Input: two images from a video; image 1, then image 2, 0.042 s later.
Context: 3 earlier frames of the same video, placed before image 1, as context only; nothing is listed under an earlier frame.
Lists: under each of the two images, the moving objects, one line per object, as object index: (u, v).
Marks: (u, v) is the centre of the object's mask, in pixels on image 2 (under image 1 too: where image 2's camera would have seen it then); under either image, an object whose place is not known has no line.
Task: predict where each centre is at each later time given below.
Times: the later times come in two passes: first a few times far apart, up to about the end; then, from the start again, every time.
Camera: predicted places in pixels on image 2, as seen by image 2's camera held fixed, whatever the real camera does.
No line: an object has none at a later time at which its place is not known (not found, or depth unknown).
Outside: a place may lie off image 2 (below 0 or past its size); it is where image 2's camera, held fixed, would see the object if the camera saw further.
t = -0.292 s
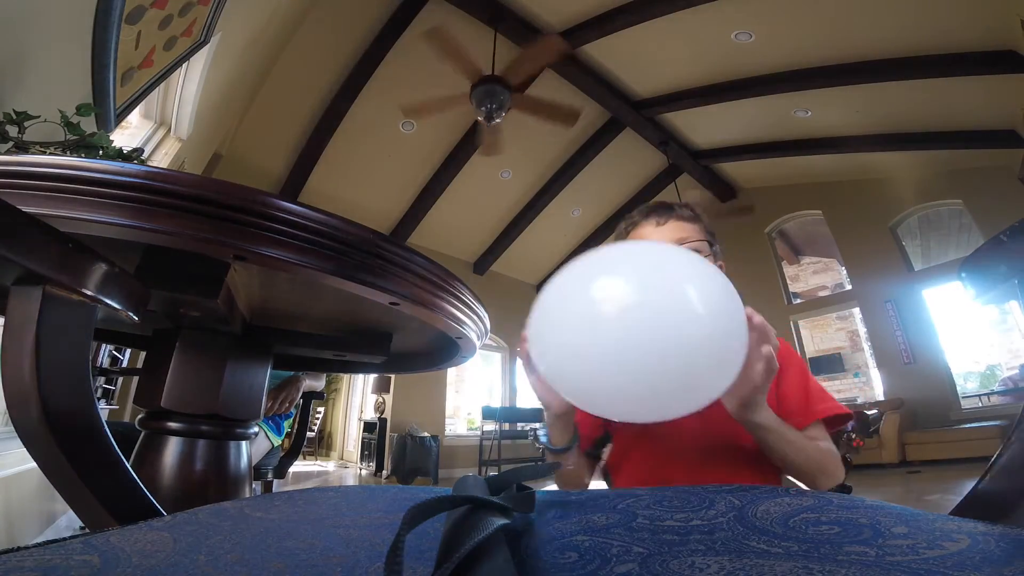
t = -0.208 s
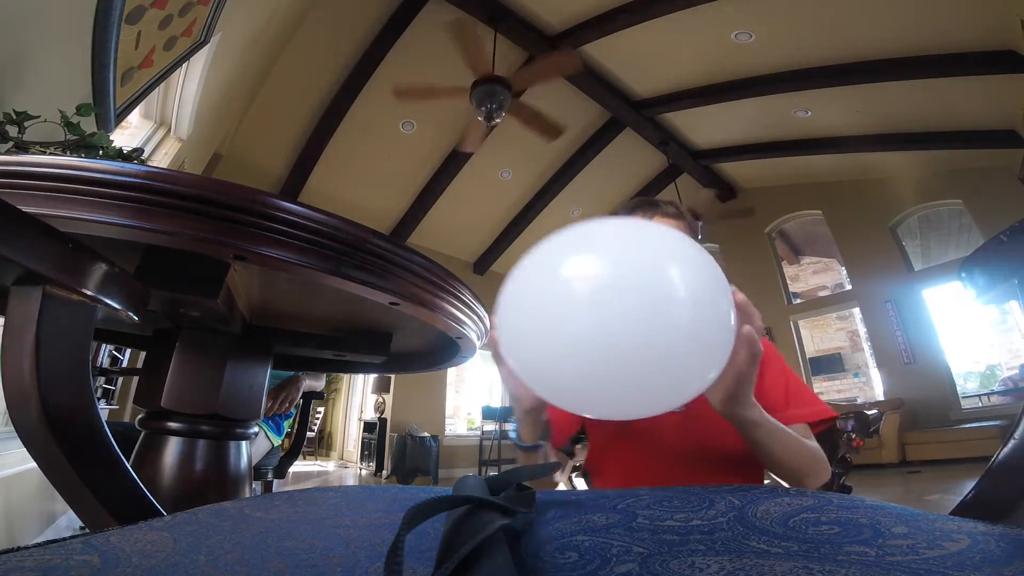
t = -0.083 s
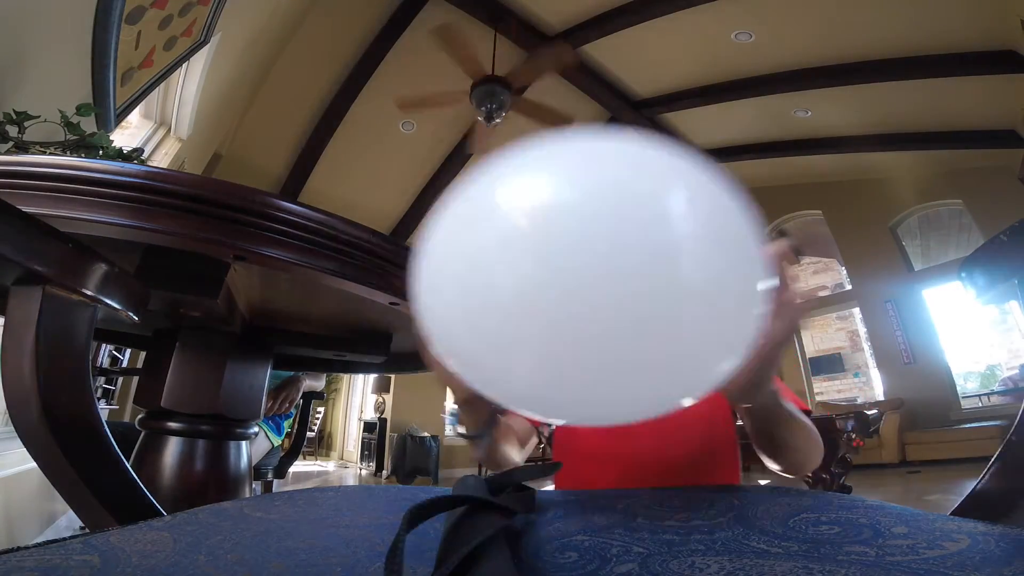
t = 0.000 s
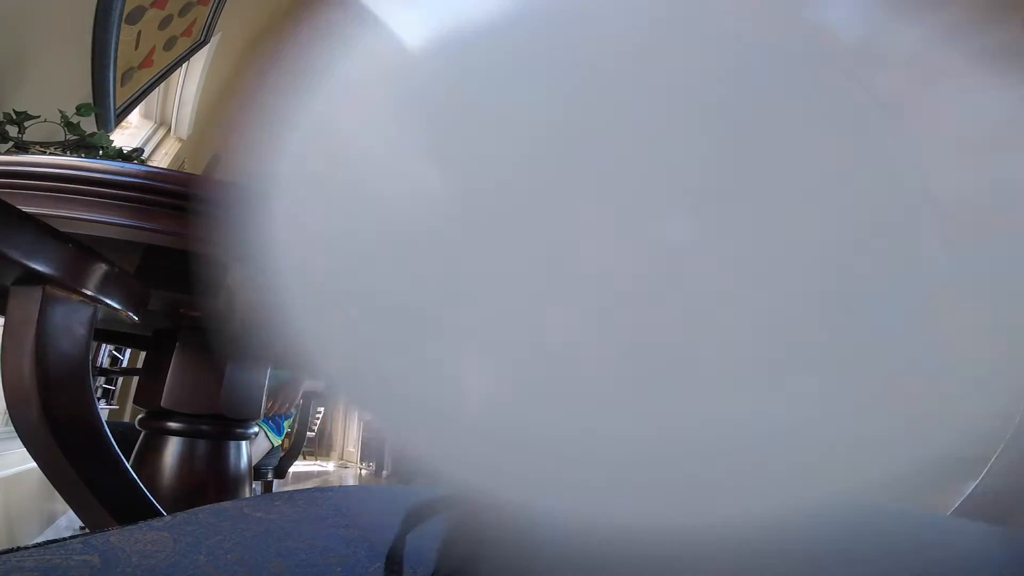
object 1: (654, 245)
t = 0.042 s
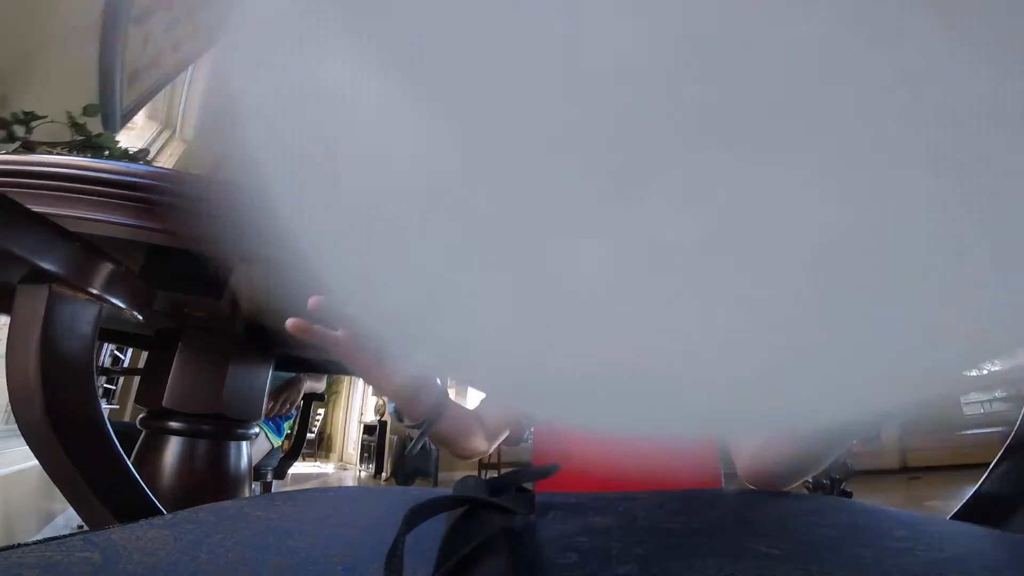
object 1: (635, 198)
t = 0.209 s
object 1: (630, 157)
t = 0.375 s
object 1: (627, 210)
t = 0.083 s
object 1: (678, 159)
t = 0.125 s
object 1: (648, 147)
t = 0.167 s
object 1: (636, 145)
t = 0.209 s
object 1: (630, 157)
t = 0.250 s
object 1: (627, 170)
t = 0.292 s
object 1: (625, 184)
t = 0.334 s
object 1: (624, 198)
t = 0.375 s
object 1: (627, 210)
